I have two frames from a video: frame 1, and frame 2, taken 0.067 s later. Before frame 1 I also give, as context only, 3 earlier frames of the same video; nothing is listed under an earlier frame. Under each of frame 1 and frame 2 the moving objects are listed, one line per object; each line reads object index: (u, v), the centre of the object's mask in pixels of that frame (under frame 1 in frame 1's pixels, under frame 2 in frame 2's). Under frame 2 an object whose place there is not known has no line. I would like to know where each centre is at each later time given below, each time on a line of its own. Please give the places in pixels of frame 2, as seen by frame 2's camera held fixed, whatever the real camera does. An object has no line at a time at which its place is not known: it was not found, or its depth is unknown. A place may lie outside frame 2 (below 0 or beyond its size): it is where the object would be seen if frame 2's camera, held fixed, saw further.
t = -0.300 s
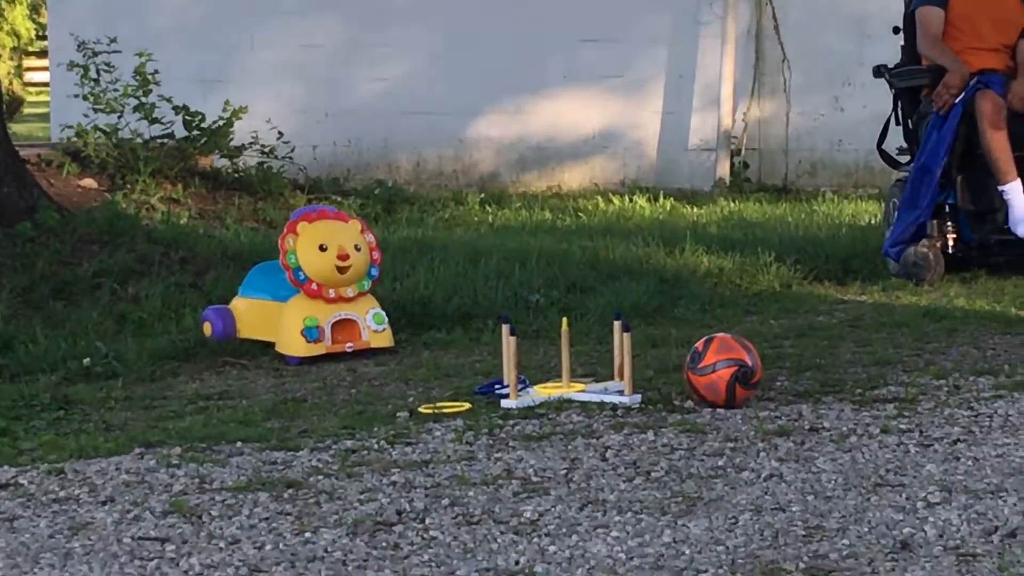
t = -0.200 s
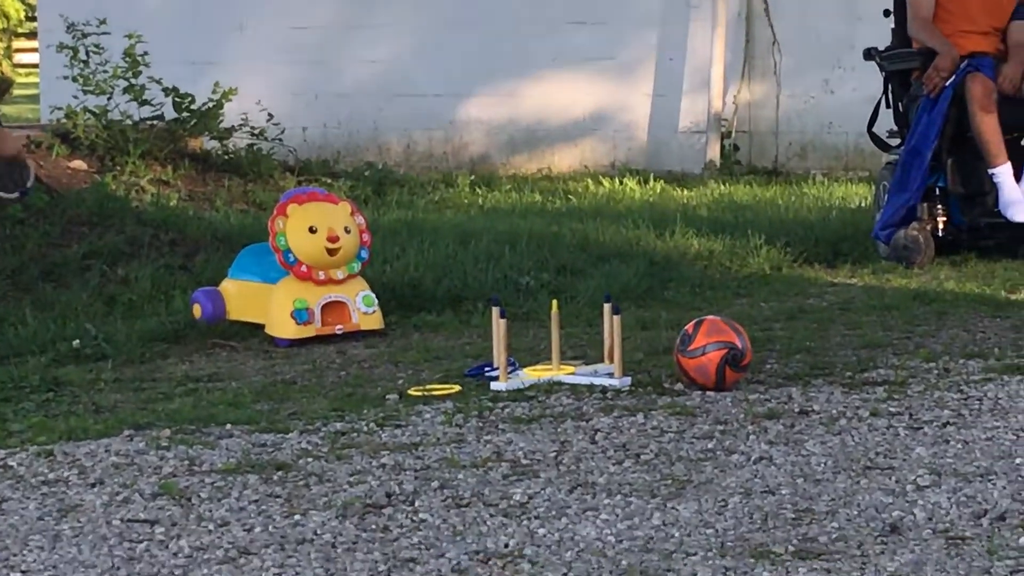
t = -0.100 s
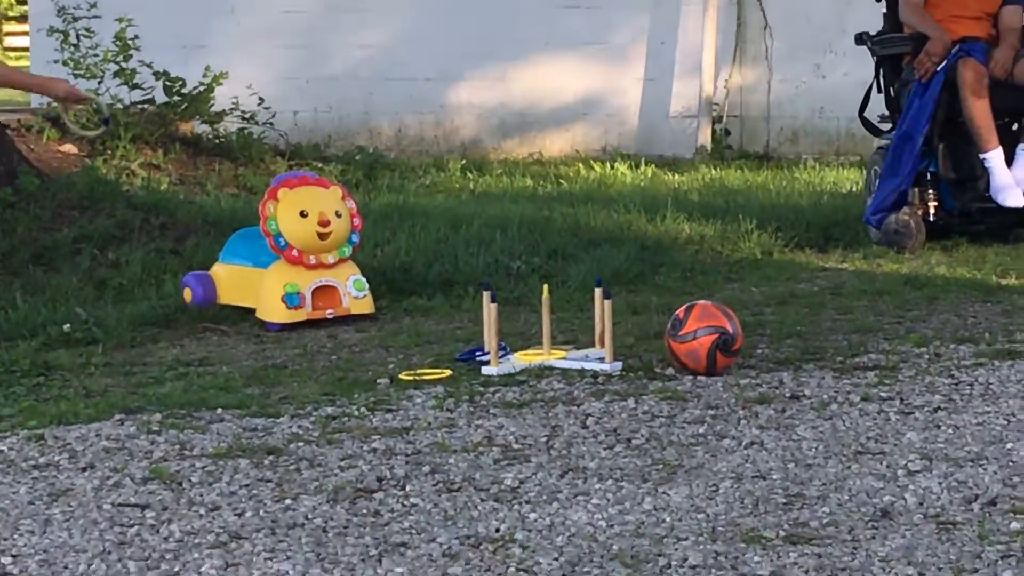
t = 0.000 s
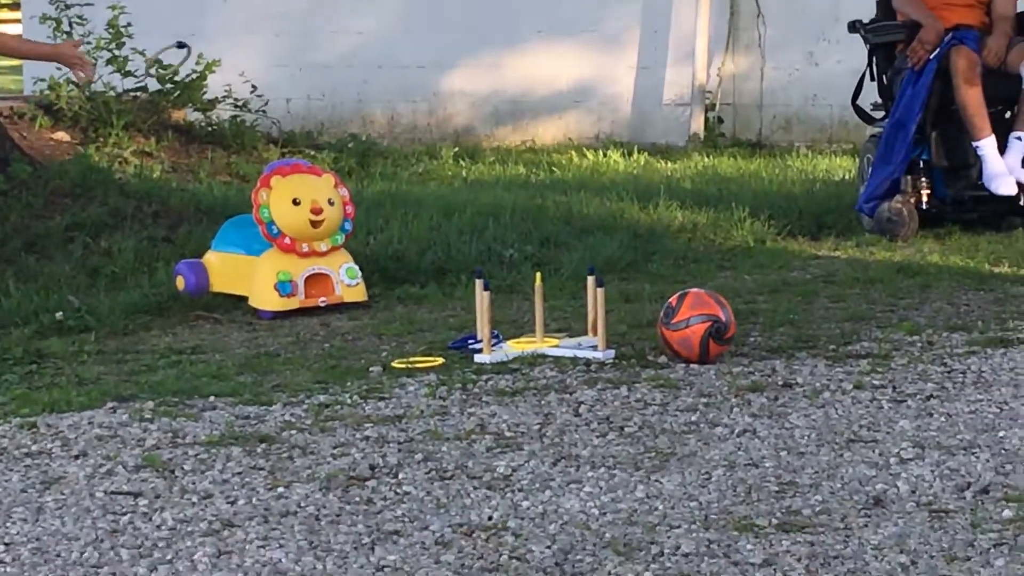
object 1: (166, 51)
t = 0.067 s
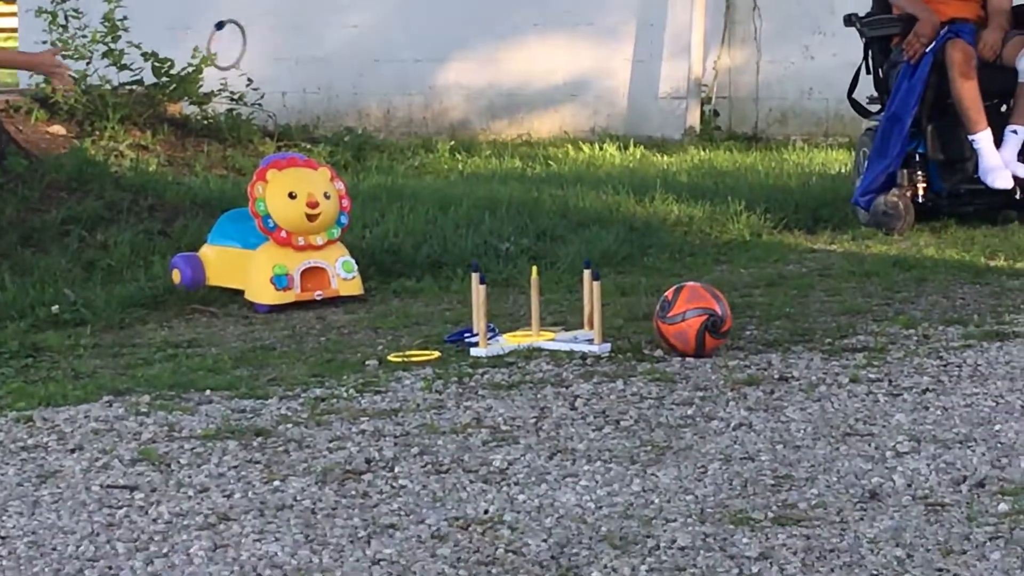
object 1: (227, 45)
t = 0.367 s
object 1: (504, 209)
